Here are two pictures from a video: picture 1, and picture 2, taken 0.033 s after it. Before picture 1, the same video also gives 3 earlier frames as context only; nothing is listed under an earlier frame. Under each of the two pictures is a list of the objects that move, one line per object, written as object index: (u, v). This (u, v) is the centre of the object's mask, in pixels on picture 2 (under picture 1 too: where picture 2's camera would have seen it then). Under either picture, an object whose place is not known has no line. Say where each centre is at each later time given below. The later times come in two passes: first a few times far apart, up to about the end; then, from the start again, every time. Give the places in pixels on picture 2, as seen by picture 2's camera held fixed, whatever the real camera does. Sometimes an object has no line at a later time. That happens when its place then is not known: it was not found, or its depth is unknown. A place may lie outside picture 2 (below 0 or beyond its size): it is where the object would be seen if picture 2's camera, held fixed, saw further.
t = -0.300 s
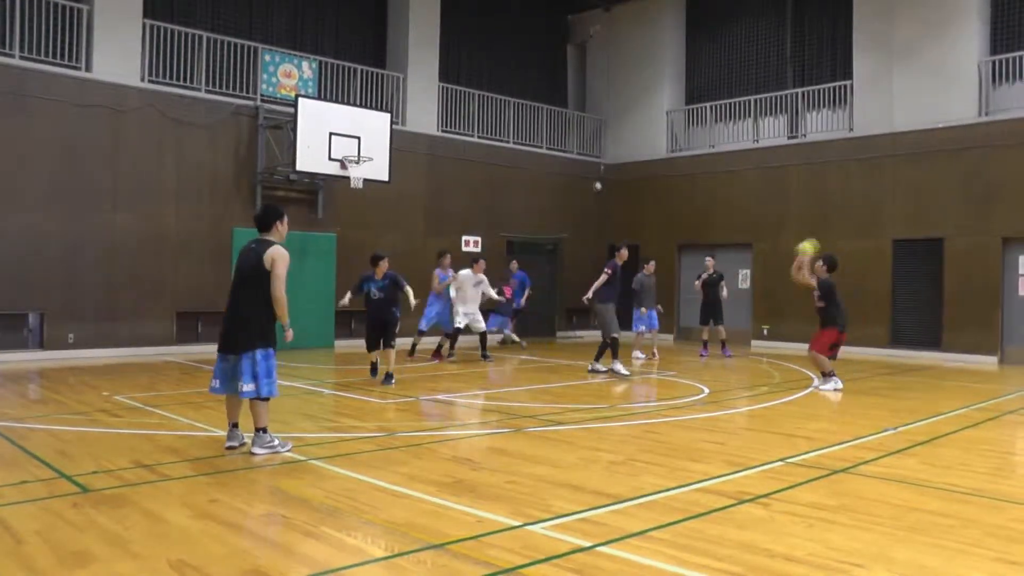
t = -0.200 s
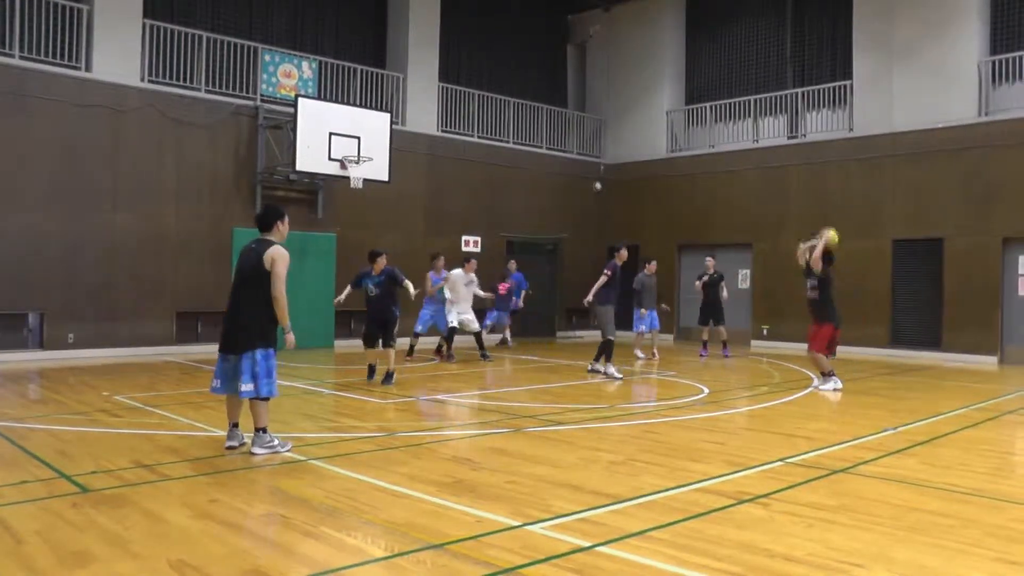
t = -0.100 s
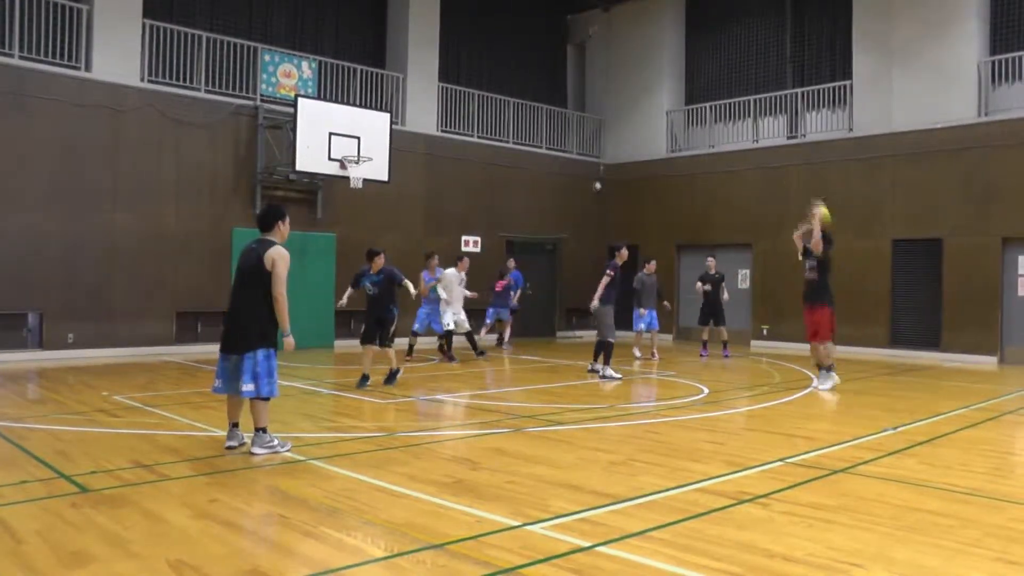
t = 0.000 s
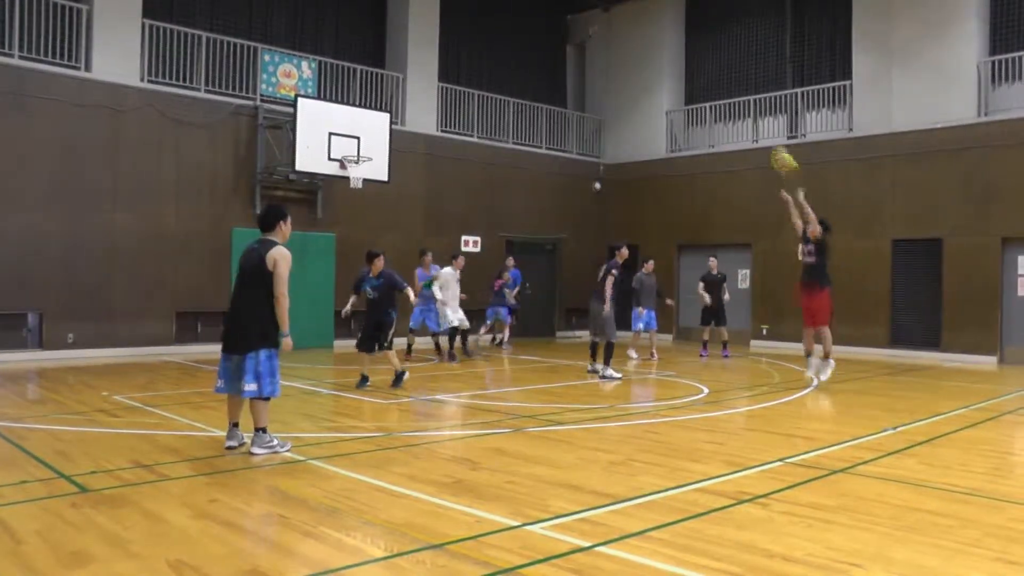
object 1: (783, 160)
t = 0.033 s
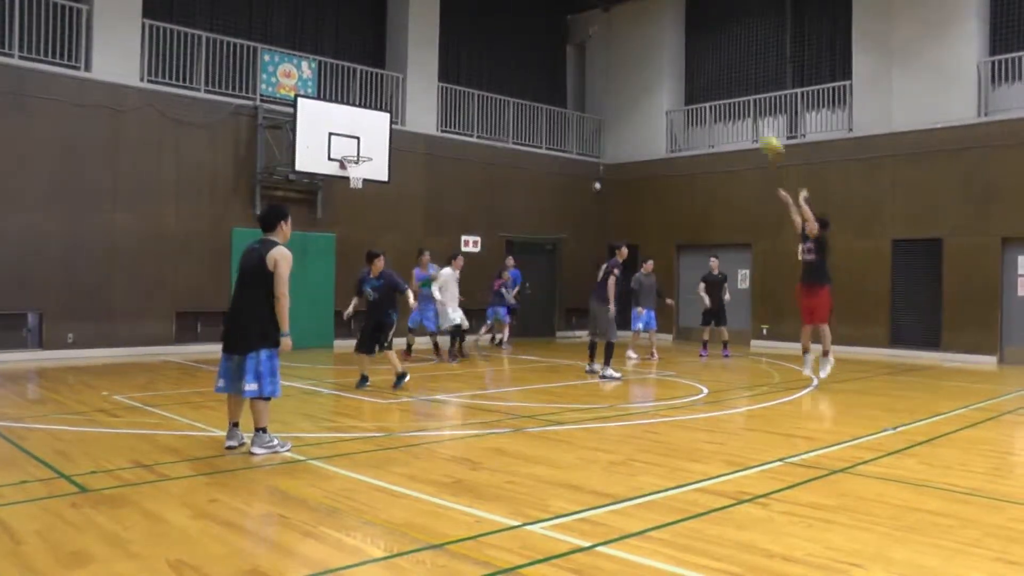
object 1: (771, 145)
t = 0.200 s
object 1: (706, 79)
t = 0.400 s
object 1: (633, 34)
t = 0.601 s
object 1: (568, 20)
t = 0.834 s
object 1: (497, 37)
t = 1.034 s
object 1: (445, 75)
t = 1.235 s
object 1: (391, 139)
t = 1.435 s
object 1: (377, 202)
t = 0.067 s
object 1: (757, 128)
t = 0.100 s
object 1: (745, 113)
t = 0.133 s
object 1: (731, 100)
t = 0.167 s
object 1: (719, 90)
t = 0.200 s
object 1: (706, 79)
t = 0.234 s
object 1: (694, 70)
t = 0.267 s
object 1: (685, 63)
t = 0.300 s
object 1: (670, 52)
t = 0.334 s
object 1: (657, 45)
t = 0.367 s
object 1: (645, 40)
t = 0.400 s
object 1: (633, 34)
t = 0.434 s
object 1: (621, 30)
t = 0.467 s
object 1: (610, 26)
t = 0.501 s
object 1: (600, 23)
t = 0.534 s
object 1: (589, 21)
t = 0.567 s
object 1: (579, 21)
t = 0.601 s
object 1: (568, 20)
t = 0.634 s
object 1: (558, 20)
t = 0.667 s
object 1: (547, 21)
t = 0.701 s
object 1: (537, 23)
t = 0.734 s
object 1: (527, 25)
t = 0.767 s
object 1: (517, 28)
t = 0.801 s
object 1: (507, 33)
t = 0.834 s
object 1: (497, 37)
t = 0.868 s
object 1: (488, 41)
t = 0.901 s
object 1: (478, 48)
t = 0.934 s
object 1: (470, 54)
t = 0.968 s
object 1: (461, 60)
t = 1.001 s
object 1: (453, 67)
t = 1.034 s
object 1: (445, 75)
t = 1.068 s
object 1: (436, 83)
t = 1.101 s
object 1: (426, 94)
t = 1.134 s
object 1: (418, 104)
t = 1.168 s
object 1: (407, 117)
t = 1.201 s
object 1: (399, 127)
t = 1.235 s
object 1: (391, 139)
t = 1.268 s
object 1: (381, 153)
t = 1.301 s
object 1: (375, 165)
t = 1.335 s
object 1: (368, 178)
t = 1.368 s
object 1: (370, 187)
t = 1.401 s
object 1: (374, 194)
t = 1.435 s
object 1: (377, 202)
